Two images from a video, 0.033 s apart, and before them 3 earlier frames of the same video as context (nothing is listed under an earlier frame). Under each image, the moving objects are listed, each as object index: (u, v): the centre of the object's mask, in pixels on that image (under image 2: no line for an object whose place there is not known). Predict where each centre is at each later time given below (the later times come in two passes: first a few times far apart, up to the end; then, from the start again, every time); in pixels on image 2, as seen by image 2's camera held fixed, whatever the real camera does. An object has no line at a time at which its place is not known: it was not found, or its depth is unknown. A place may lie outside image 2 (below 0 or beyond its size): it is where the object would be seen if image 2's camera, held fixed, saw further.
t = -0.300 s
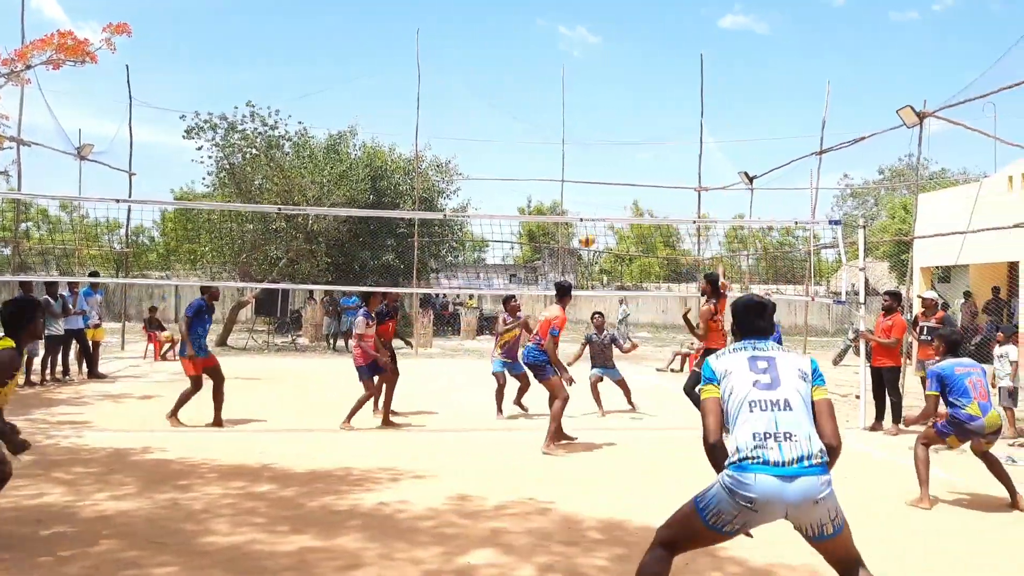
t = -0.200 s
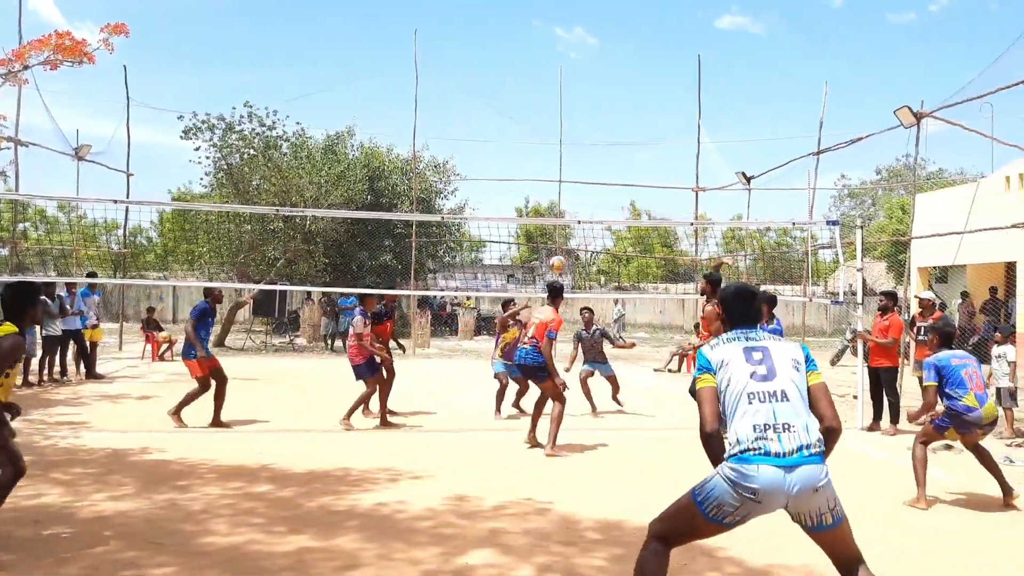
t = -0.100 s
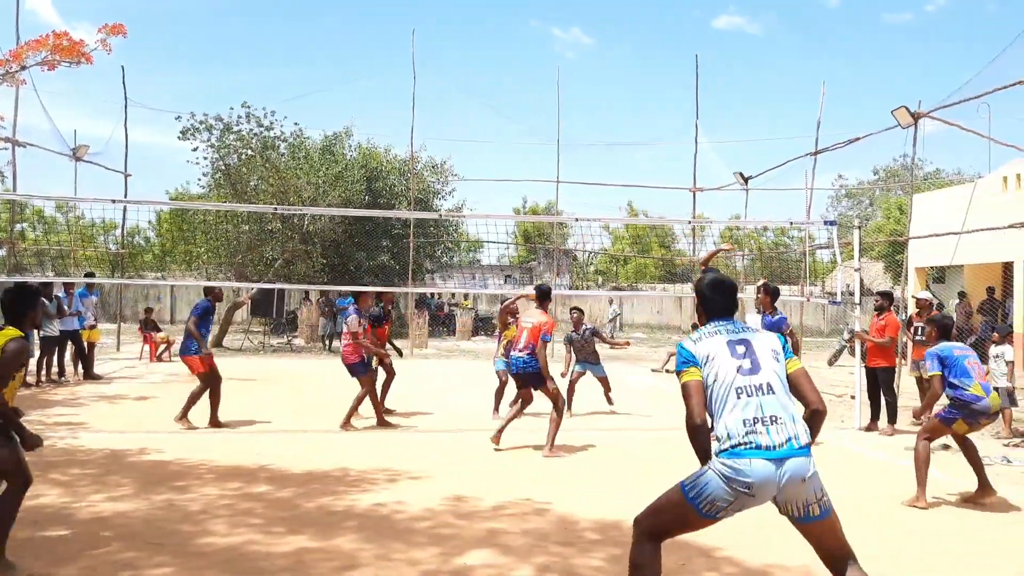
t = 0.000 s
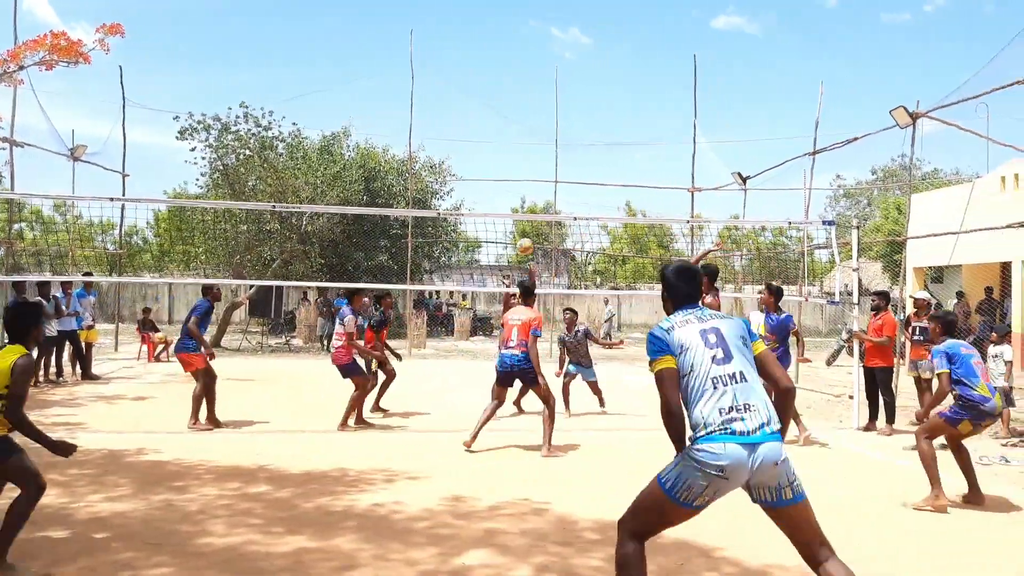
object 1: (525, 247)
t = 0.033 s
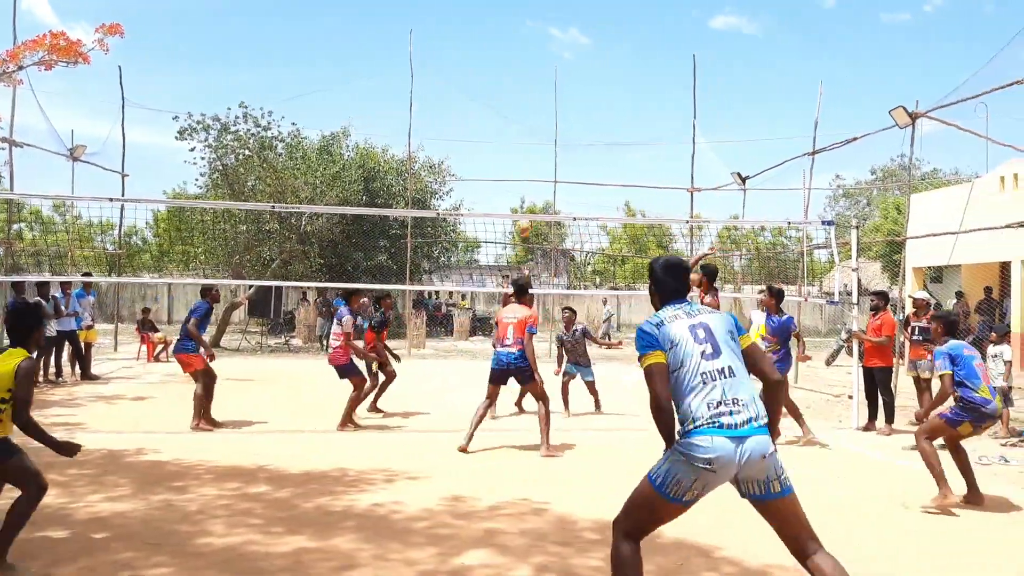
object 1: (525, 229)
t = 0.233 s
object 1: (522, 134)
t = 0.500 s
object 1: (519, 55)
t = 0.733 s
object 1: (516, 30)
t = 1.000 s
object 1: (511, 55)
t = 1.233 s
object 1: (505, 126)
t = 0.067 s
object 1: (523, 209)
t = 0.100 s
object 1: (522, 194)
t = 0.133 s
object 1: (522, 178)
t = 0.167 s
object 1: (522, 162)
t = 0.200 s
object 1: (521, 148)
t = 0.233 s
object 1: (522, 134)
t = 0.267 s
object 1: (521, 121)
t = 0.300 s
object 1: (521, 109)
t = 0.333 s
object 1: (520, 98)
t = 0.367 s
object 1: (520, 88)
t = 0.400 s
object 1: (520, 79)
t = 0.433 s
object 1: (520, 69)
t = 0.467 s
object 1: (519, 62)
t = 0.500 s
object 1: (519, 55)
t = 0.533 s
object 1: (518, 49)
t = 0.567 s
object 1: (518, 43)
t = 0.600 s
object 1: (518, 39)
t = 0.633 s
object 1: (517, 36)
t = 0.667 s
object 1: (517, 33)
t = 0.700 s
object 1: (516, 31)
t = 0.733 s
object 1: (516, 30)
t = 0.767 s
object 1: (515, 30)
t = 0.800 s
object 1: (515, 31)
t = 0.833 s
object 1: (514, 33)
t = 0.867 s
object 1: (513, 36)
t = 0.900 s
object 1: (513, 39)
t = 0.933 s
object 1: (512, 44)
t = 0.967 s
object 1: (511, 49)
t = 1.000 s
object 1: (511, 55)
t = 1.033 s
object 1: (510, 62)
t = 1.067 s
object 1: (509, 71)
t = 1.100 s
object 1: (509, 80)
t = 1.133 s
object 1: (508, 90)
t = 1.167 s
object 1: (507, 101)
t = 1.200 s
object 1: (506, 113)
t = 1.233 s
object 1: (505, 126)
